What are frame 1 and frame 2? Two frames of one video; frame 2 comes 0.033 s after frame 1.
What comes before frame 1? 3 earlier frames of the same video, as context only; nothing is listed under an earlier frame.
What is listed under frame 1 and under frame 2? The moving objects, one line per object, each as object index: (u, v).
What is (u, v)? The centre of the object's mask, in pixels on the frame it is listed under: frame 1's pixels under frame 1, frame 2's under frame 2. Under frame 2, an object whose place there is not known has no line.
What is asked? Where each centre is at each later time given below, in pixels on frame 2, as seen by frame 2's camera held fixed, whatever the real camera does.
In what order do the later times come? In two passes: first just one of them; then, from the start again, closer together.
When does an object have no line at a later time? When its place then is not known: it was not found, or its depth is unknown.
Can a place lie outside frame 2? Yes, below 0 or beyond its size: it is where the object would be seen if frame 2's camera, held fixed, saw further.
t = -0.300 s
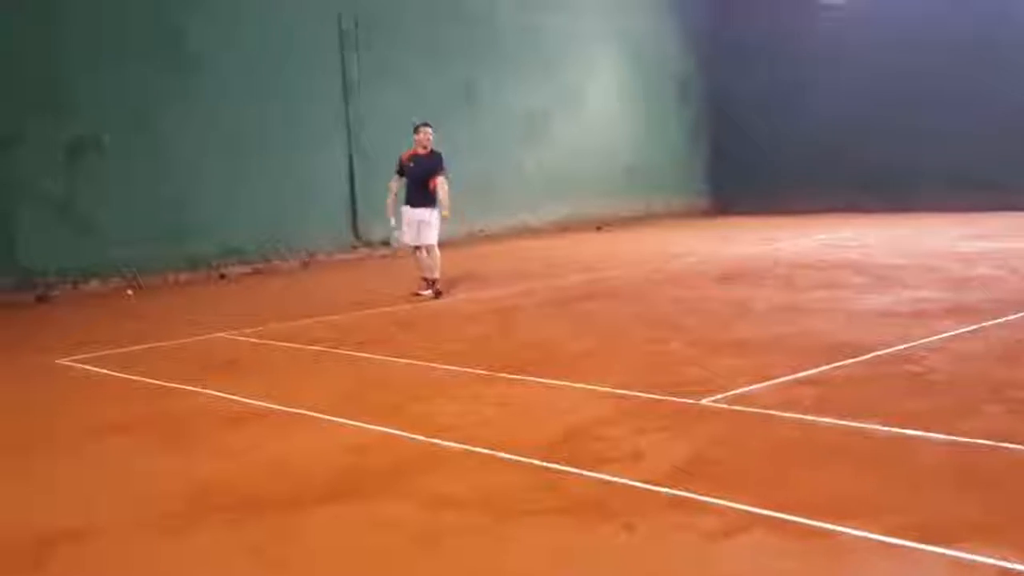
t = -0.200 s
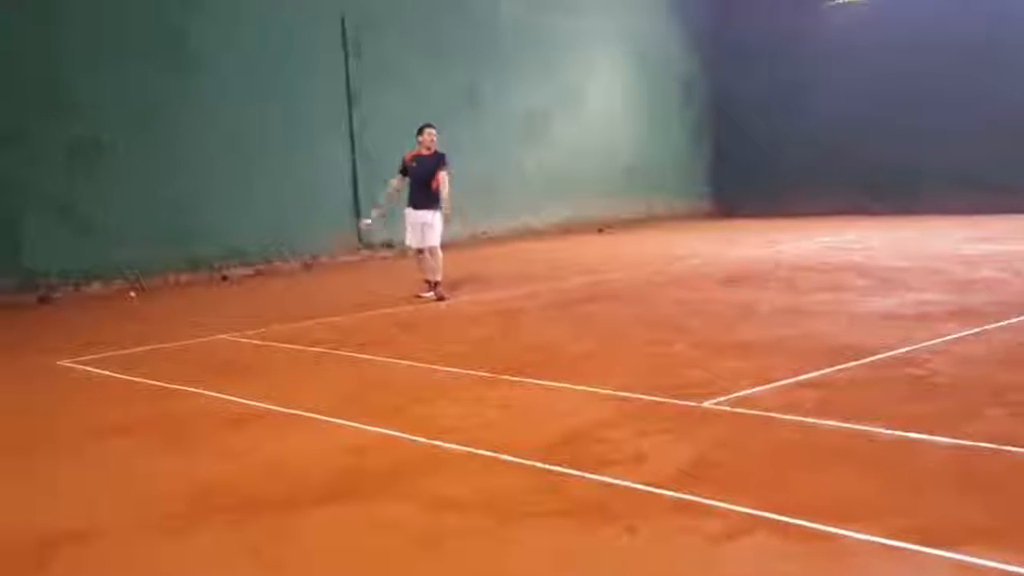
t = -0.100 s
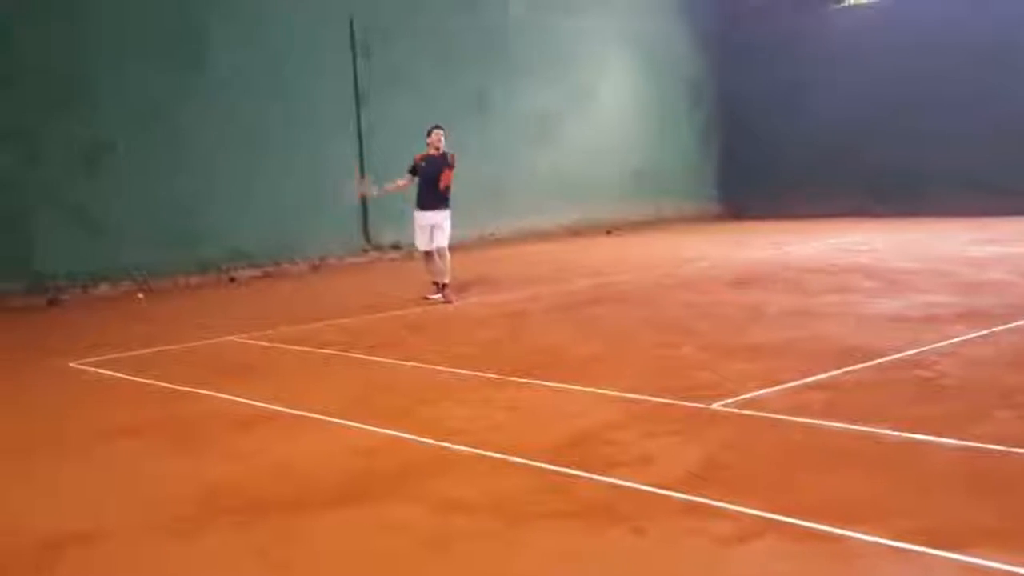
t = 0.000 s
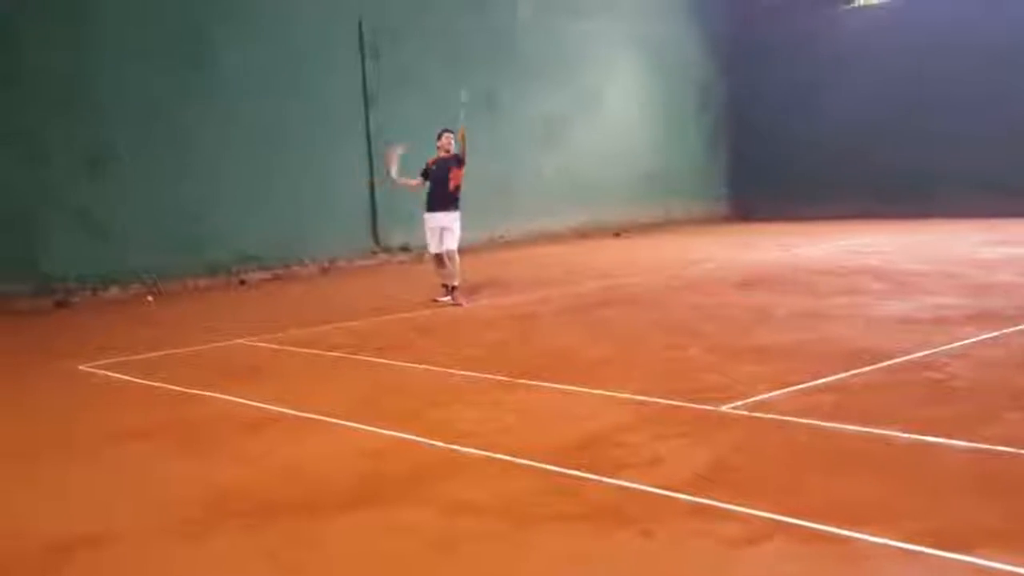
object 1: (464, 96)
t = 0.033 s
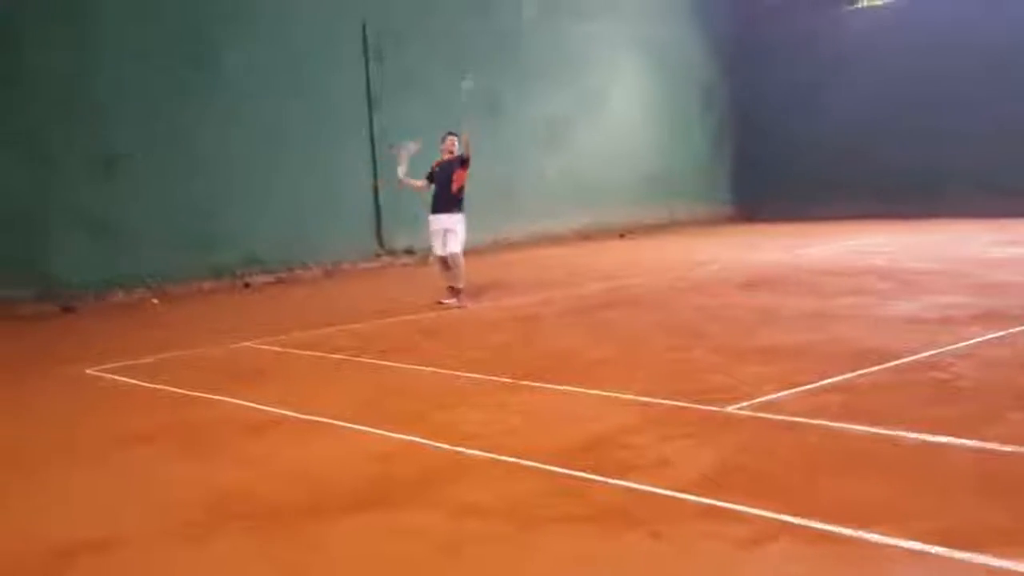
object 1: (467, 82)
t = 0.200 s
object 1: (469, 36)
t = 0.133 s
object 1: (466, 51)
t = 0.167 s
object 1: (468, 45)
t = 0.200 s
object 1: (469, 36)
